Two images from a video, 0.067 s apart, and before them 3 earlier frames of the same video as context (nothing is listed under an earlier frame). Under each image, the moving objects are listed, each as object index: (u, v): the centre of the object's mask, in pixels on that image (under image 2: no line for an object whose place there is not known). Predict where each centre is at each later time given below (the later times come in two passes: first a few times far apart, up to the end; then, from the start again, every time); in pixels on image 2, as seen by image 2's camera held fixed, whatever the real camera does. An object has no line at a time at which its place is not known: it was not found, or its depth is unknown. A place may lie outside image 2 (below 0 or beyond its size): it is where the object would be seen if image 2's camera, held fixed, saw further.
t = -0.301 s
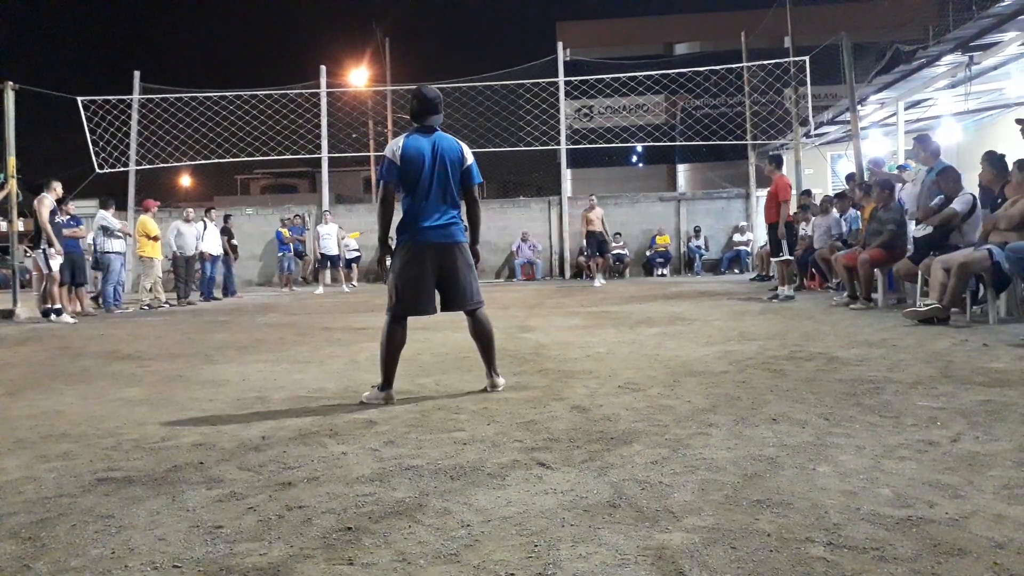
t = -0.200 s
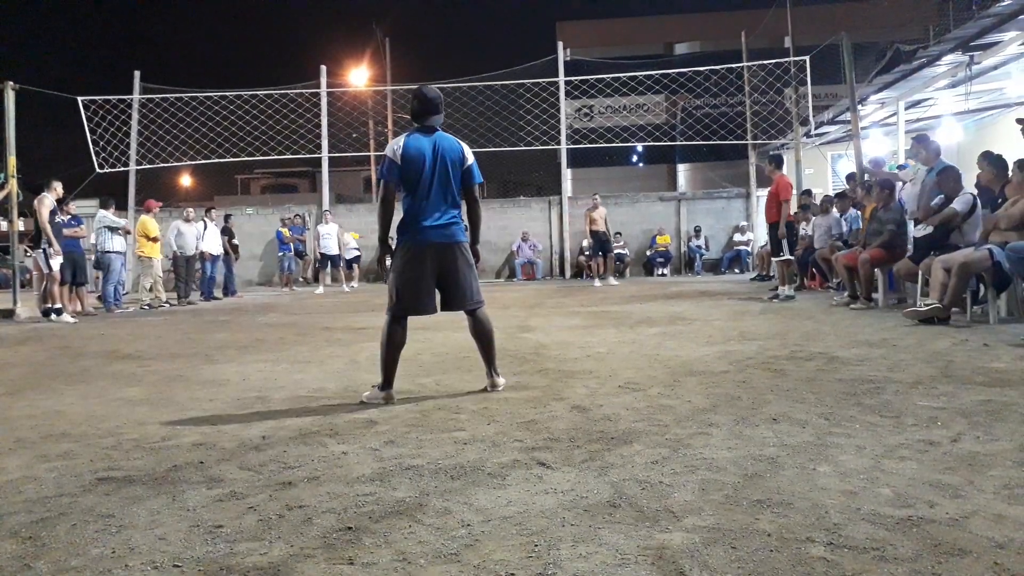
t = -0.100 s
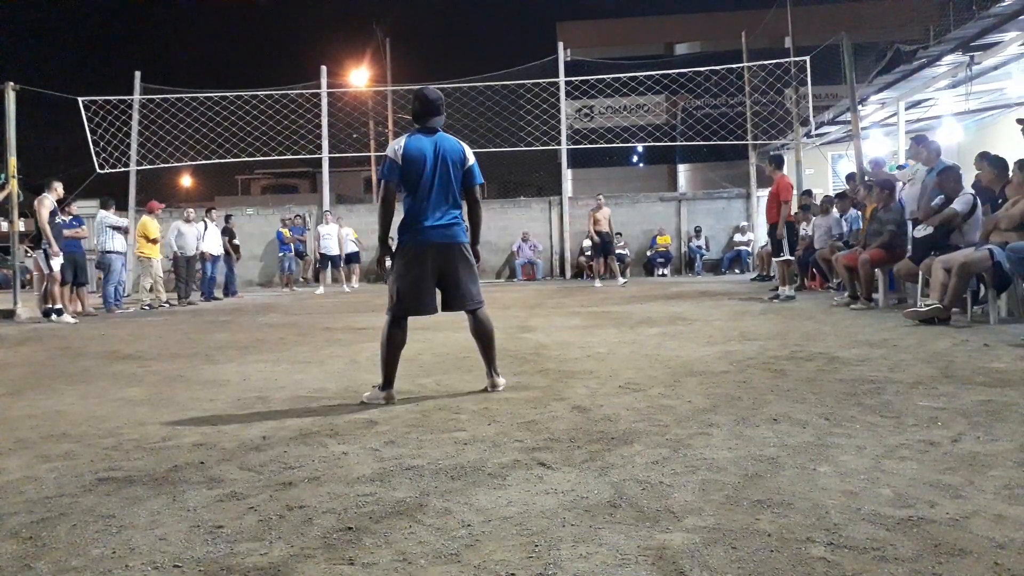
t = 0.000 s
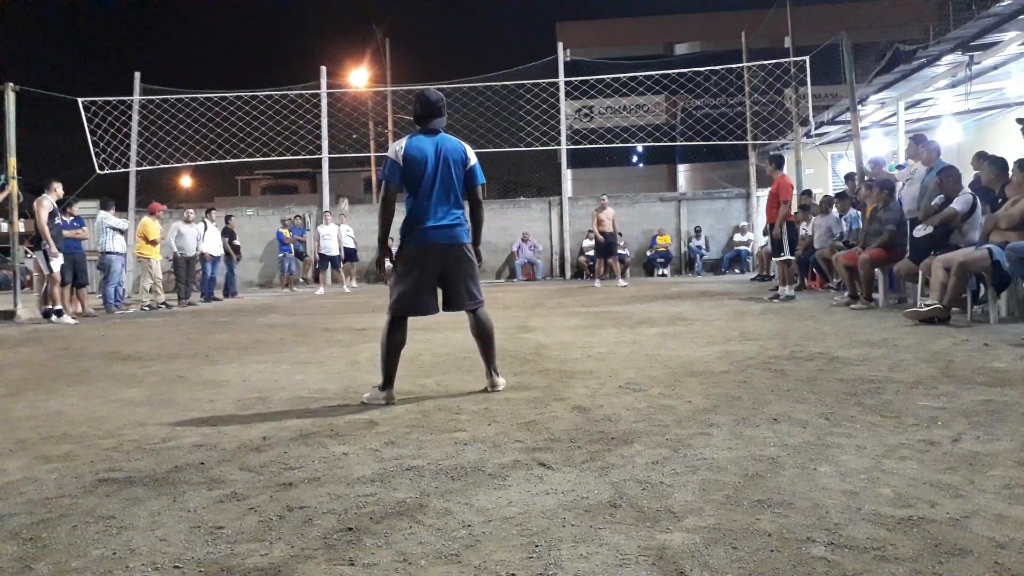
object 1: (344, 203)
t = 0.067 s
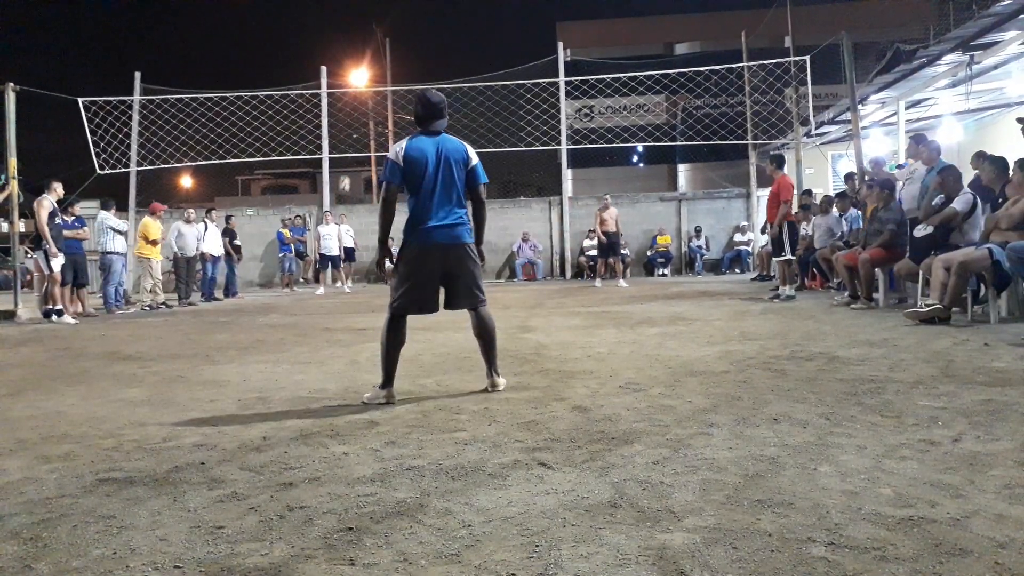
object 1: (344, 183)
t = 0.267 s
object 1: (349, 124)
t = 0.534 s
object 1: (362, 60)
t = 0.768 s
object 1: (383, 43)
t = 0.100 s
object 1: (345, 173)
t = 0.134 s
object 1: (346, 163)
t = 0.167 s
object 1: (346, 154)
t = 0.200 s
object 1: (348, 142)
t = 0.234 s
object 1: (348, 133)
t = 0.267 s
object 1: (349, 124)
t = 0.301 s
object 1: (350, 114)
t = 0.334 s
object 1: (351, 106)
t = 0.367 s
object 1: (352, 99)
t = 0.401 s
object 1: (356, 93)
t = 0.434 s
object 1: (356, 80)
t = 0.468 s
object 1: (356, 74)
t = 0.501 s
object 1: (360, 64)
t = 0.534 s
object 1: (362, 60)
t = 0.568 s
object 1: (364, 56)
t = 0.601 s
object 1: (366, 51)
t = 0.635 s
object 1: (369, 48)
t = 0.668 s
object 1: (372, 45)
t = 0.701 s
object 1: (375, 43)
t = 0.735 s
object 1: (379, 43)
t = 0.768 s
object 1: (383, 43)
